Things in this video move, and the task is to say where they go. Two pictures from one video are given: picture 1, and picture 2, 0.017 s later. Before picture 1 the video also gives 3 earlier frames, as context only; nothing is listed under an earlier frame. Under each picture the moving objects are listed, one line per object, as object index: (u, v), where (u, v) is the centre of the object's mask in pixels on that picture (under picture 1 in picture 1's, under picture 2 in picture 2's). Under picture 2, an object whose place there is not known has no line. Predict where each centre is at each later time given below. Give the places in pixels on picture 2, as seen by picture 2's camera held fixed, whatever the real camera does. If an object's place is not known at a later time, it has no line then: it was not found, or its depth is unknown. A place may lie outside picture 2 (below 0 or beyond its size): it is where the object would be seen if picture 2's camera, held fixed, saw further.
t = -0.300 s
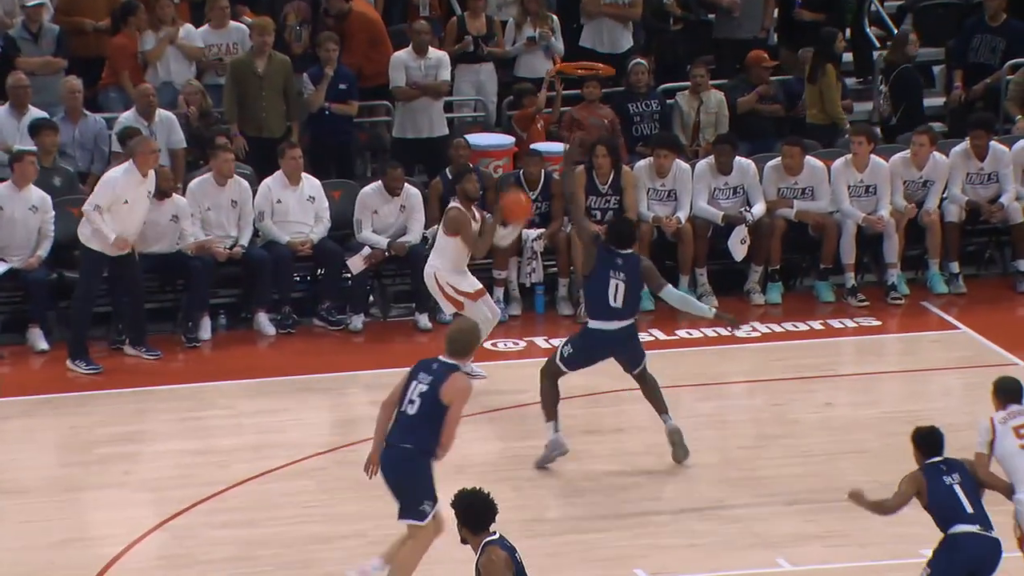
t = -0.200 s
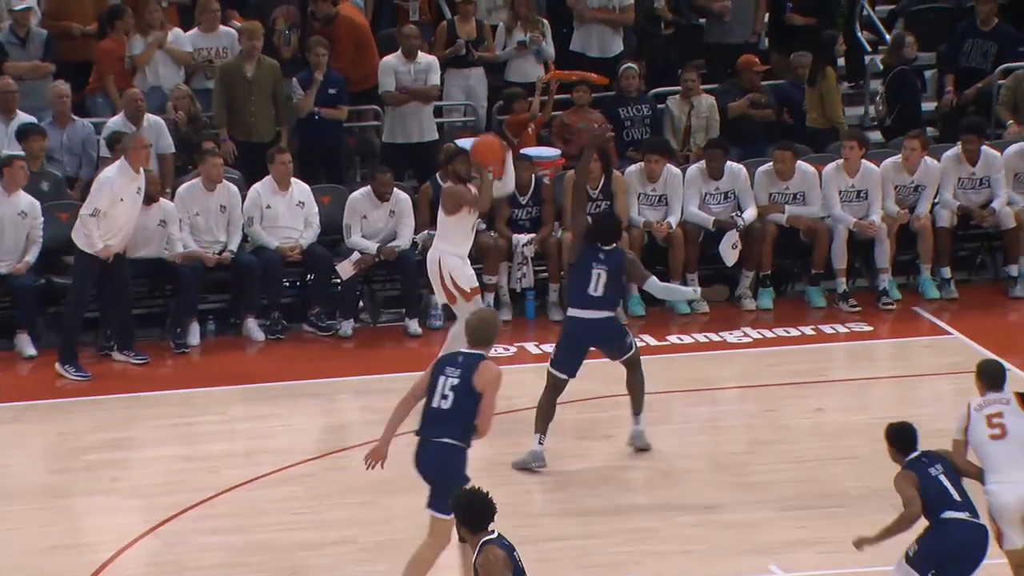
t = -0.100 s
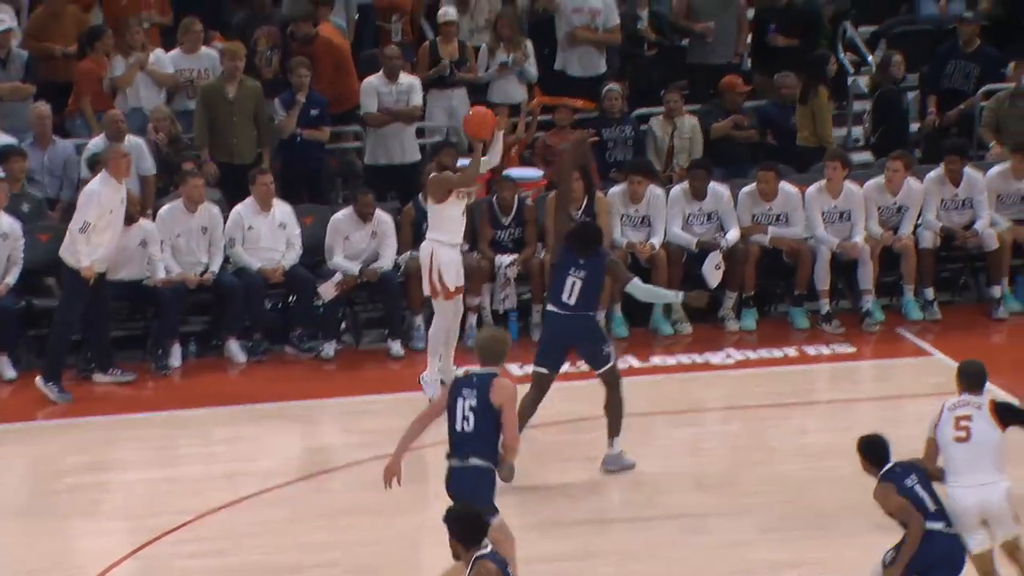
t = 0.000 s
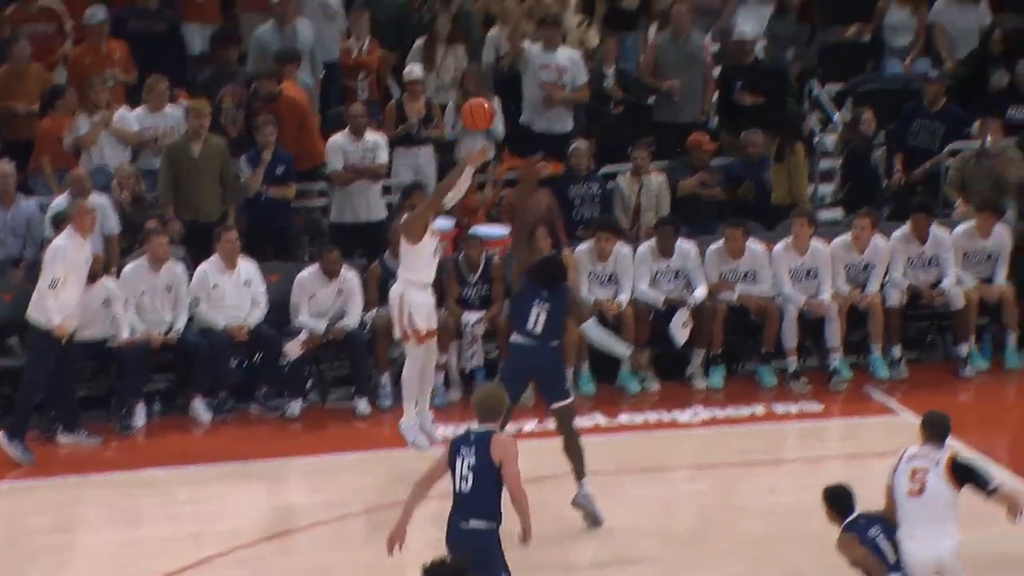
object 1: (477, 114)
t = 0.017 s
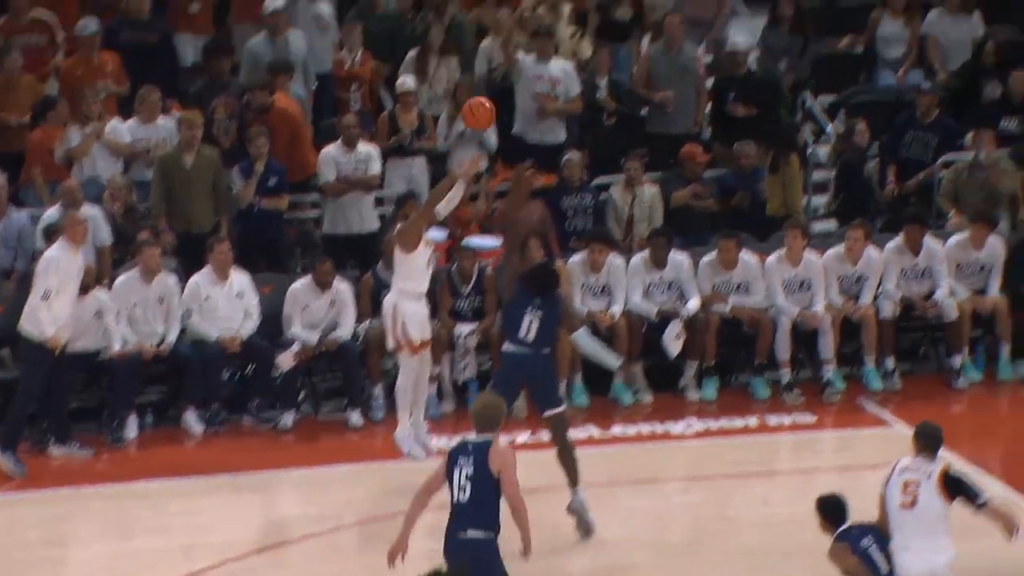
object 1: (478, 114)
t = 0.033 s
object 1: (487, 101)
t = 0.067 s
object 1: (504, 78)
